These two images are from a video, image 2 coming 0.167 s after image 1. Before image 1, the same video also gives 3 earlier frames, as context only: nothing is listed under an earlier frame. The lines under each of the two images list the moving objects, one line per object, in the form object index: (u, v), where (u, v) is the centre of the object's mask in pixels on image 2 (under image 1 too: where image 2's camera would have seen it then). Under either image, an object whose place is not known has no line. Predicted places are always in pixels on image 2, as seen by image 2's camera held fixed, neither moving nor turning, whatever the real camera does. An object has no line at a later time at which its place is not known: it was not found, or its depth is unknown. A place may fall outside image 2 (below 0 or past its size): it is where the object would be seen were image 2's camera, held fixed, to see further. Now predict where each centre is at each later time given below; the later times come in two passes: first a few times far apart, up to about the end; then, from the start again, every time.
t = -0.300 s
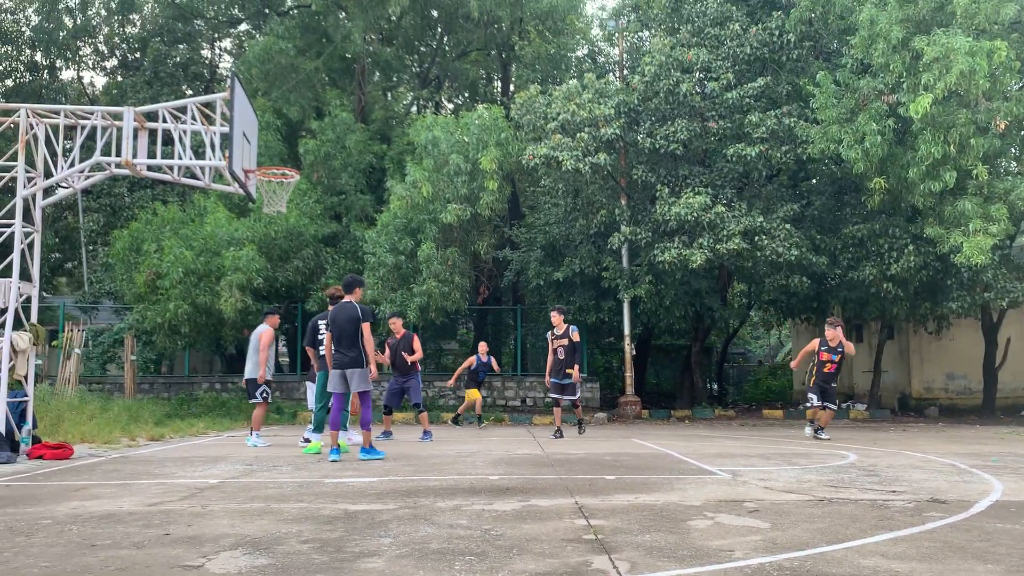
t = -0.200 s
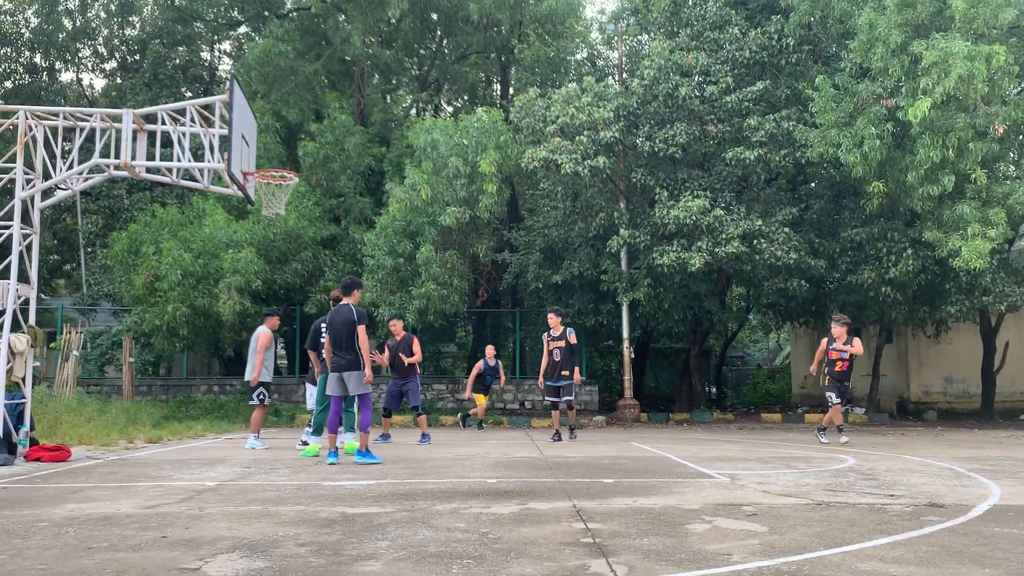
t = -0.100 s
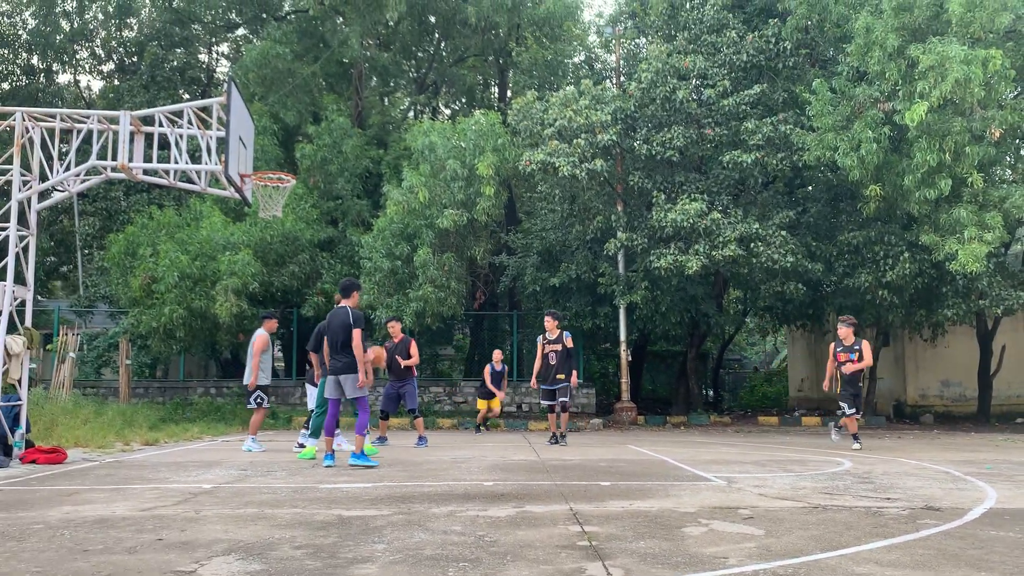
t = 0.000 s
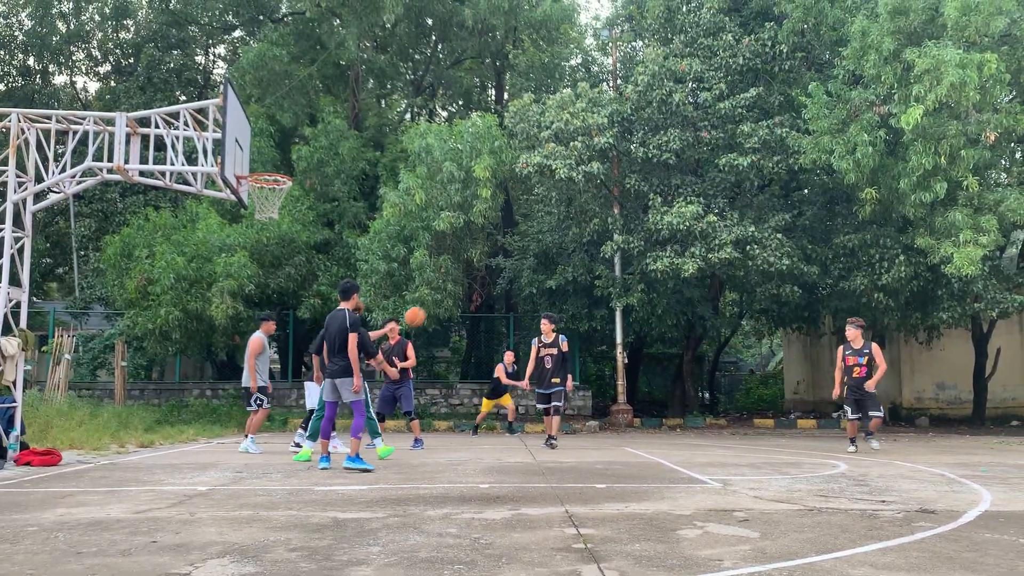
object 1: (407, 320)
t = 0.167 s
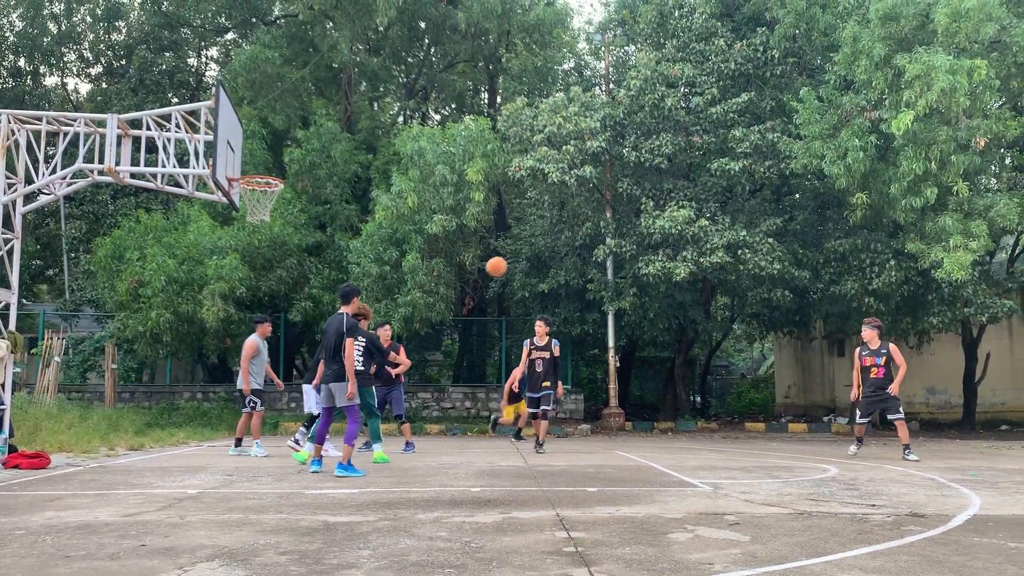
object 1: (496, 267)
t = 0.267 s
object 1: (549, 245)
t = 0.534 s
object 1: (690, 223)
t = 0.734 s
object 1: (798, 243)
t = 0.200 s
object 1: (514, 258)
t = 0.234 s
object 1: (532, 251)
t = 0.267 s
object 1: (549, 245)
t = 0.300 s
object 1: (567, 239)
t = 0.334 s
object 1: (584, 234)
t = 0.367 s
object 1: (602, 230)
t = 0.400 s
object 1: (619, 227)
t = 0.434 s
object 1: (637, 225)
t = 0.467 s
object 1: (655, 223)
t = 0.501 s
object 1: (672, 223)
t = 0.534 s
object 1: (690, 223)
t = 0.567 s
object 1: (708, 224)
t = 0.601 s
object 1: (725, 226)
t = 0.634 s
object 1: (743, 229)
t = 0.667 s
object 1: (762, 233)
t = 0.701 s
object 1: (780, 238)
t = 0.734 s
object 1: (798, 243)
